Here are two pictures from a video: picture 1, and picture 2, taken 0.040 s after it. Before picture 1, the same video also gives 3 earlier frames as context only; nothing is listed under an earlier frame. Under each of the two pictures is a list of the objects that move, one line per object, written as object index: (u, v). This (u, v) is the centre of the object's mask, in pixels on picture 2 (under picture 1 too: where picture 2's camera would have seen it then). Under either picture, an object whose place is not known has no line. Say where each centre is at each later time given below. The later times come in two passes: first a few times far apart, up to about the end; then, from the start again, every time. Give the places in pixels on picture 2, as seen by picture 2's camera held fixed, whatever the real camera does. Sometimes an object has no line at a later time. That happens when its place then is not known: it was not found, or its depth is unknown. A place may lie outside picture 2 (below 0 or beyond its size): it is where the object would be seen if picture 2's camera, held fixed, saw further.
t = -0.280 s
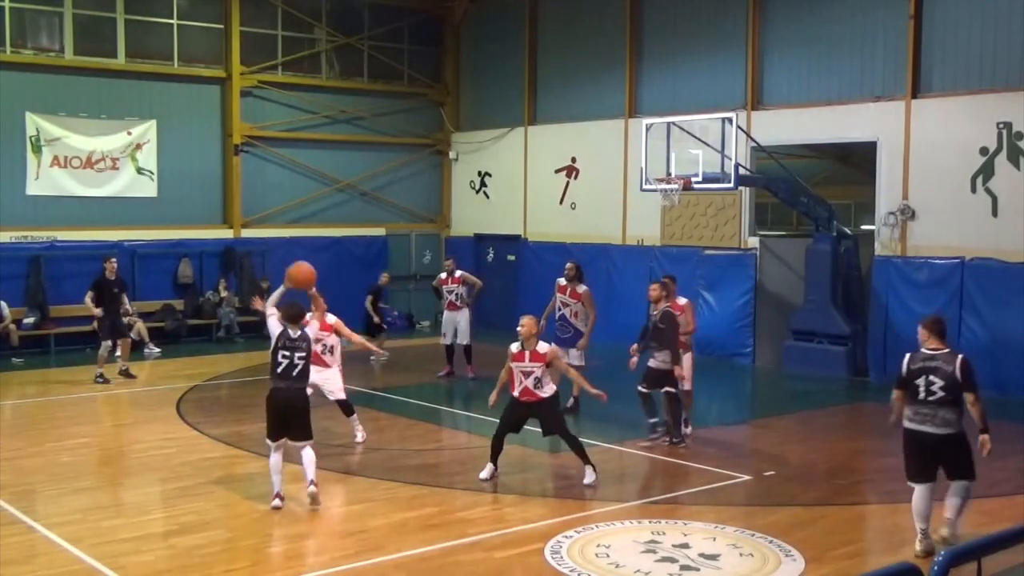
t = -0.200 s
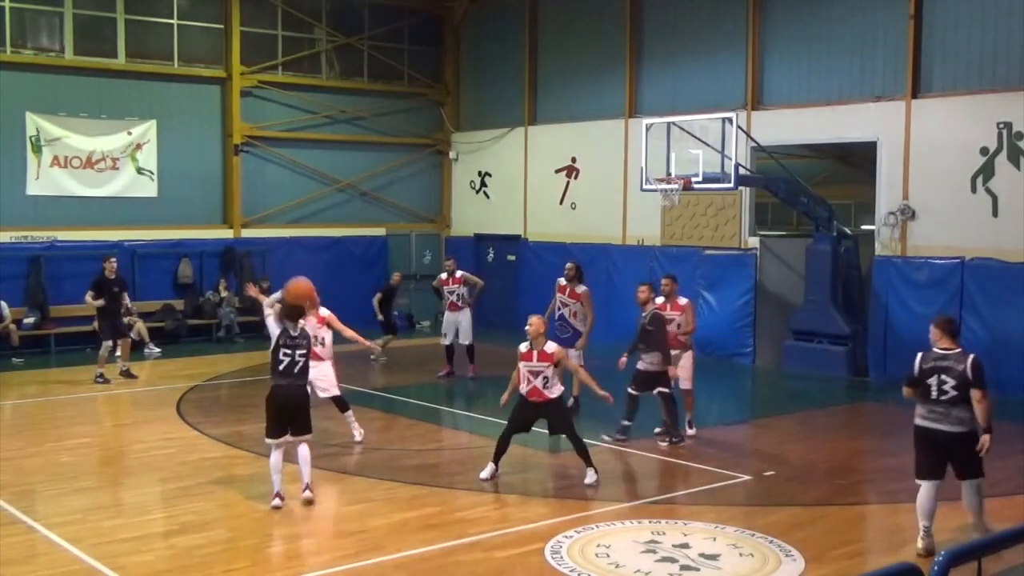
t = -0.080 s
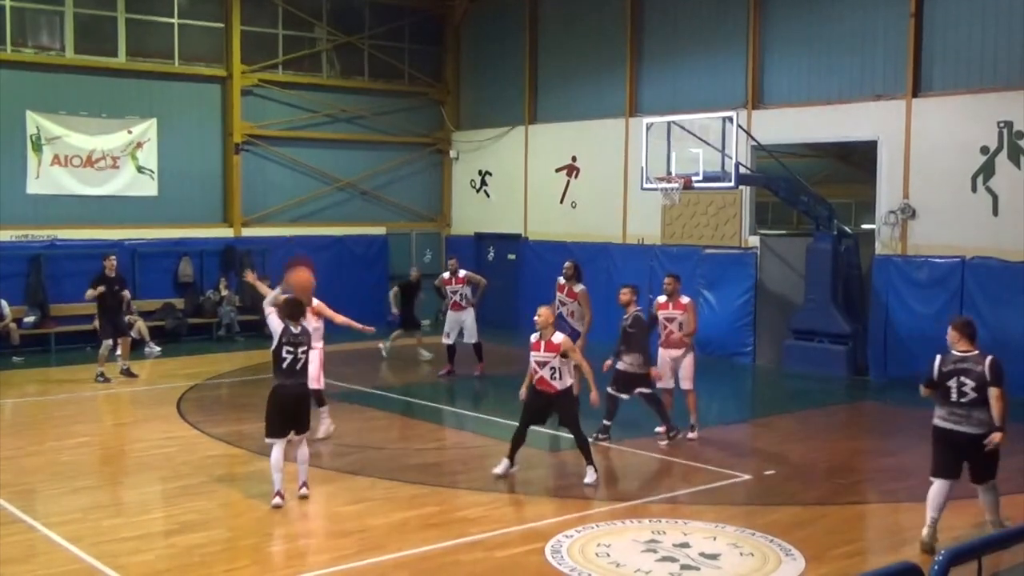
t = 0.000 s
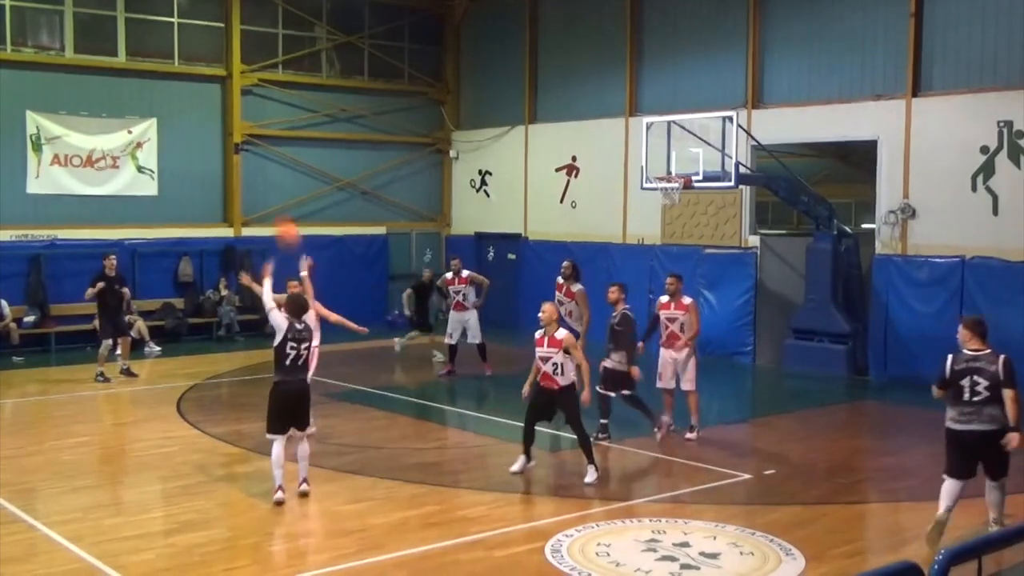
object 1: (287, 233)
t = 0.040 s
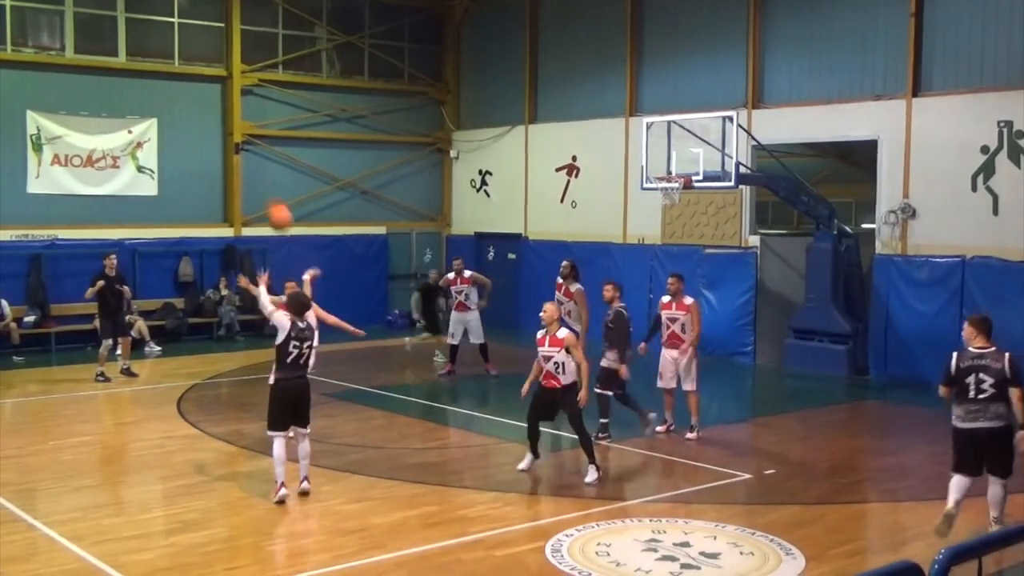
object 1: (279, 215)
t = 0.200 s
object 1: (250, 170)
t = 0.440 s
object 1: (215, 153)
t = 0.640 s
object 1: (193, 174)
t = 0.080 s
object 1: (271, 200)
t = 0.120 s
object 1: (263, 188)
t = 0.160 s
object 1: (256, 177)
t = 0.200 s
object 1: (250, 170)
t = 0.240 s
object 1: (243, 163)
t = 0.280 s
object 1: (237, 158)
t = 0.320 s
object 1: (230, 155)
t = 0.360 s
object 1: (225, 153)
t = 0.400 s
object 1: (220, 152)
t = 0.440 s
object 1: (215, 153)
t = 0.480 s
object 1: (209, 156)
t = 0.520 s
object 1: (206, 158)
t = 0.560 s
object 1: (201, 163)
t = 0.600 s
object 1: (197, 168)
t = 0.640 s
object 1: (193, 174)
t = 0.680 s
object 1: (191, 181)
